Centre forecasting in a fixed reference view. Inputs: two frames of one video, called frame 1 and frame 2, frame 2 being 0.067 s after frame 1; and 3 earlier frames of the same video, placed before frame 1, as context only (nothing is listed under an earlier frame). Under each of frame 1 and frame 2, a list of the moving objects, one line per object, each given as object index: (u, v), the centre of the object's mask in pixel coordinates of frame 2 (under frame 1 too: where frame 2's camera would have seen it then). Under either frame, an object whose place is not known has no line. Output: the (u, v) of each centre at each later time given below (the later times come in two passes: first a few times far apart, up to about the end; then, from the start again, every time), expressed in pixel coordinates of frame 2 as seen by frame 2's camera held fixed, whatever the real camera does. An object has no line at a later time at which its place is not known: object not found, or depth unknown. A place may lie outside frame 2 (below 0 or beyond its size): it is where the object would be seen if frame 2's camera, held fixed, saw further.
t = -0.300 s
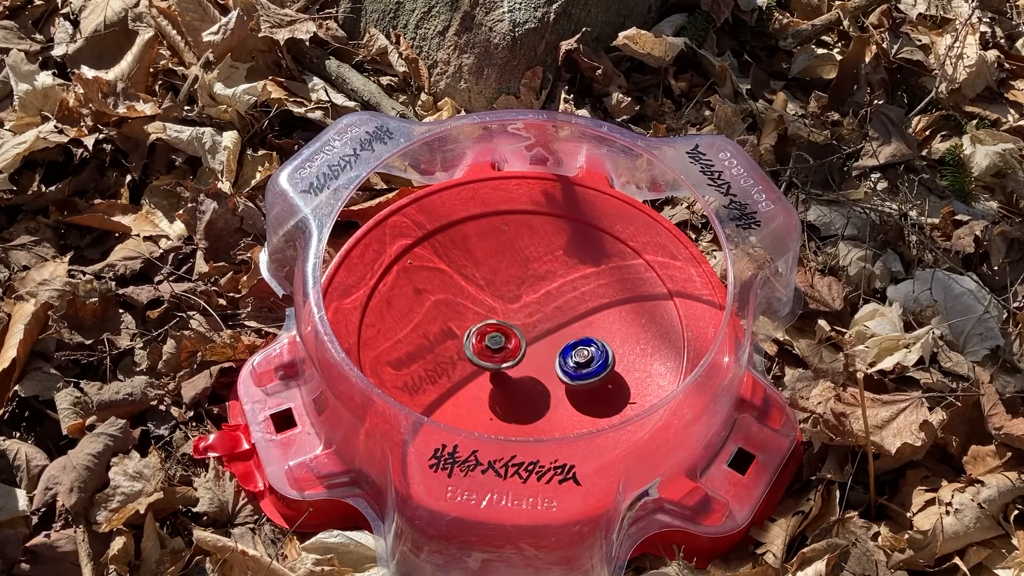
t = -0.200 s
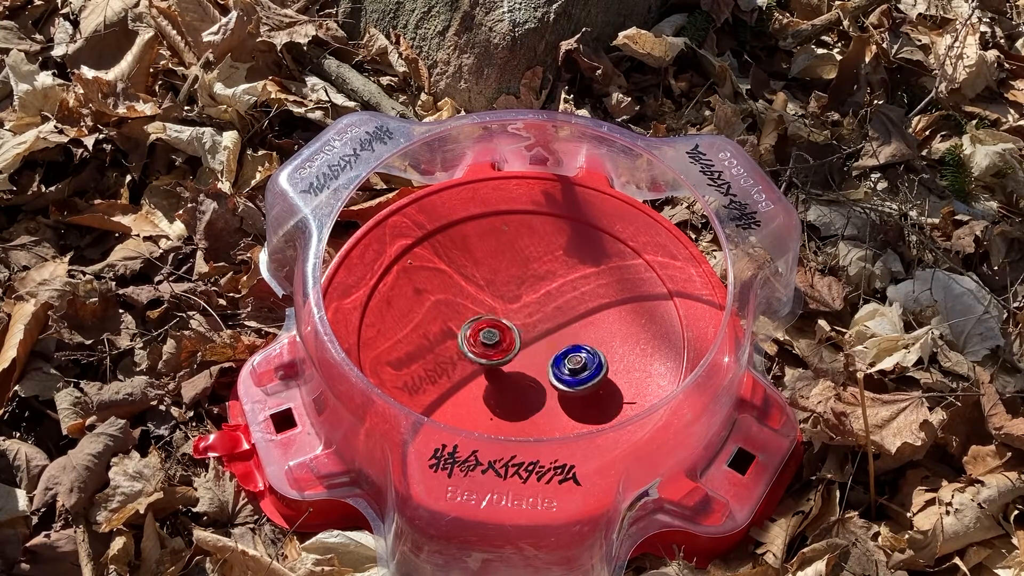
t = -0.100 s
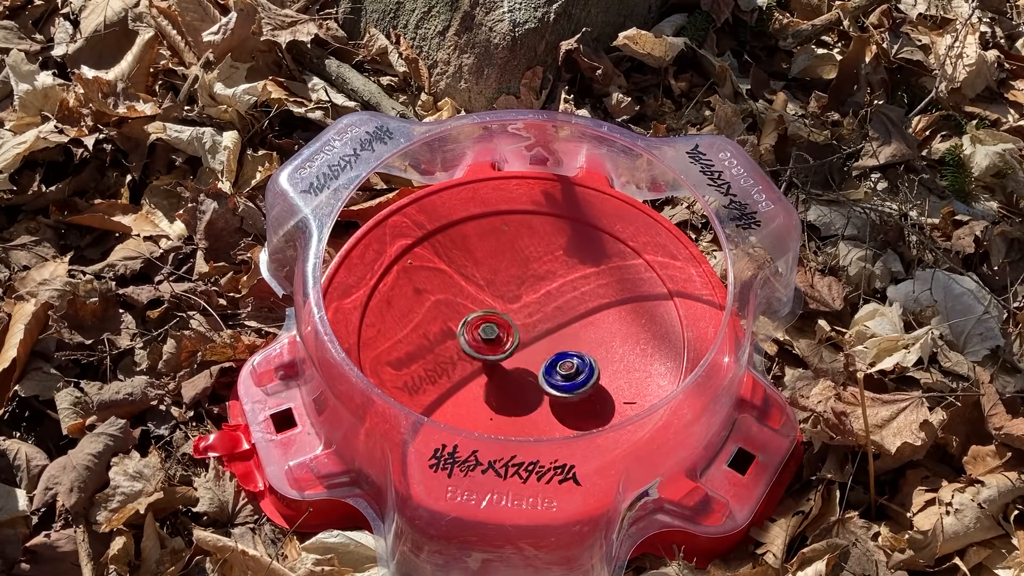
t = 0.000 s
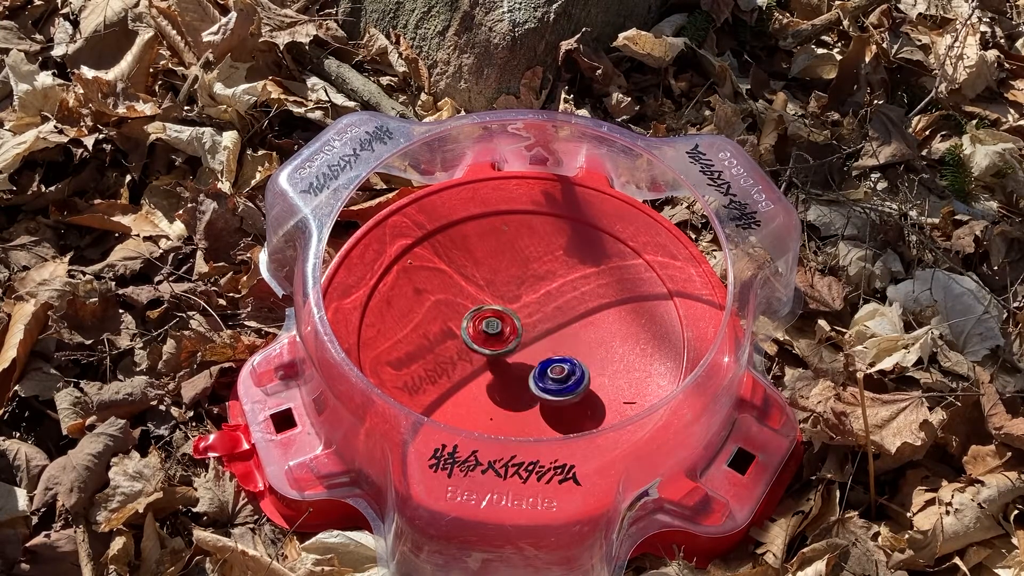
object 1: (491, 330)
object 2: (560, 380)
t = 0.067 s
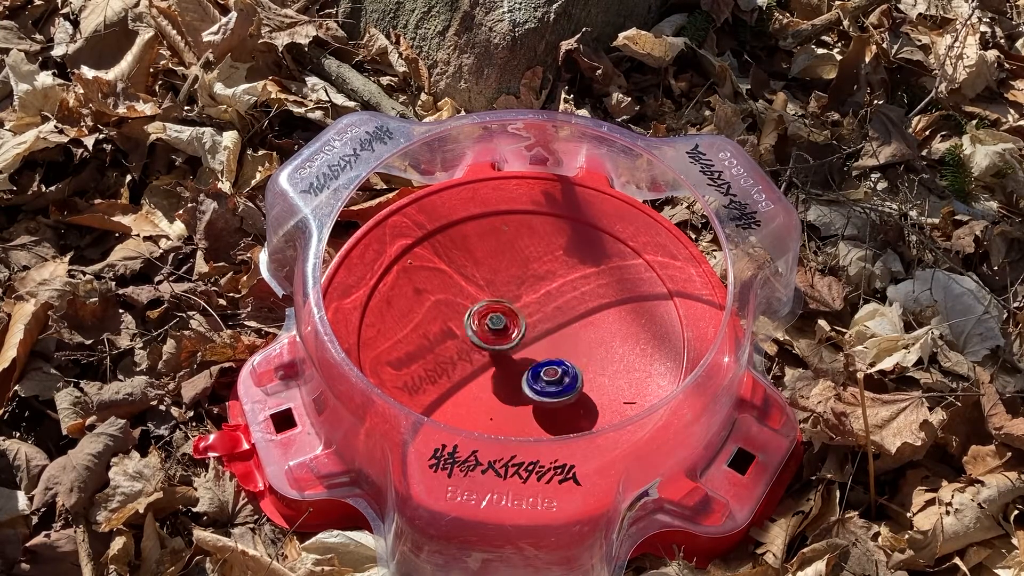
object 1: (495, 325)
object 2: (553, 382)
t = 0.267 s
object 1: (506, 307)
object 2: (532, 383)
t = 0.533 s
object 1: (518, 300)
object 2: (503, 376)
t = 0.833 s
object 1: (542, 316)
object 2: (478, 356)
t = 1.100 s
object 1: (559, 337)
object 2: (471, 332)
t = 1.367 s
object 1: (560, 341)
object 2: (477, 311)
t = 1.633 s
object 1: (529, 343)
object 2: (496, 299)
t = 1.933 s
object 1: (495, 345)
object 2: (524, 297)
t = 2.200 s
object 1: (489, 343)
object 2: (547, 306)
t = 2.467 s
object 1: (509, 329)
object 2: (564, 323)
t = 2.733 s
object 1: (530, 308)
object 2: (570, 348)
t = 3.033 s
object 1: (538, 302)
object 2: (563, 375)
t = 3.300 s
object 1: (538, 326)
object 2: (543, 390)
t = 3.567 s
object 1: (543, 344)
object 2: (519, 393)
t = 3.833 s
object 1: (554, 322)
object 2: (504, 374)
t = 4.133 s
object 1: (530, 313)
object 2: (493, 344)
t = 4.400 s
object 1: (538, 299)
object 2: (465, 336)
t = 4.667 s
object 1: (530, 320)
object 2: (481, 325)
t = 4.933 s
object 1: (567, 348)
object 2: (524, 310)
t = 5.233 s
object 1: (576, 366)
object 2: (534, 308)
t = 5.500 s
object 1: (543, 363)
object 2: (532, 309)
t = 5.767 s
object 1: (501, 341)
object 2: (534, 308)
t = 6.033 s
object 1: (477, 315)
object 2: (532, 315)
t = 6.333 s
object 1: (487, 298)
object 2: (538, 338)
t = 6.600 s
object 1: (527, 305)
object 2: (544, 359)
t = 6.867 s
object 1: (548, 277)
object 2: (554, 362)
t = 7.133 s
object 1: (539, 292)
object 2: (554, 362)
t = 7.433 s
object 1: (504, 306)
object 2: (568, 396)
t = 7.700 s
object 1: (465, 334)
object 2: (542, 391)
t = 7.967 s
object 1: (432, 350)
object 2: (510, 363)
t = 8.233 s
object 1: (433, 348)
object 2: (510, 362)
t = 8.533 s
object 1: (464, 327)
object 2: (528, 357)
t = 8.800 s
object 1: (497, 298)
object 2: (531, 359)
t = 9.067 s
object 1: (532, 286)
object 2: (528, 349)
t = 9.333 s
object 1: (564, 300)
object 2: (526, 343)
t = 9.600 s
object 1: (574, 335)
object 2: (522, 337)
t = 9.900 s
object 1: (549, 371)
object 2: (521, 335)
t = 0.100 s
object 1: (497, 322)
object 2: (549, 383)
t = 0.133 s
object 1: (499, 319)
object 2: (546, 384)
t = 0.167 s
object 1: (501, 316)
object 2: (543, 385)
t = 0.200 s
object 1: (503, 313)
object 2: (539, 385)
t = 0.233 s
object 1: (505, 310)
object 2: (535, 383)
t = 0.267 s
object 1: (506, 307)
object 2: (532, 383)
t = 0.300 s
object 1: (508, 305)
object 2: (529, 382)
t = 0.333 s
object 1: (510, 303)
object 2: (525, 383)
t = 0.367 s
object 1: (512, 301)
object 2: (521, 383)
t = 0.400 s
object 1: (513, 300)
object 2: (517, 382)
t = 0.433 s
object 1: (514, 299)
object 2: (513, 381)
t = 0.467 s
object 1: (515, 299)
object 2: (510, 379)
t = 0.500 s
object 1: (517, 299)
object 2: (506, 378)
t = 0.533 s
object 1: (518, 300)
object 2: (503, 376)
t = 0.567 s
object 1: (520, 300)
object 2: (500, 374)
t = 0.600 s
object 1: (523, 301)
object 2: (496, 372)
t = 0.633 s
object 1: (526, 303)
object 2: (493, 370)
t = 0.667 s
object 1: (529, 305)
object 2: (490, 369)
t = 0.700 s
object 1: (531, 307)
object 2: (487, 366)
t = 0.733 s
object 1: (534, 310)
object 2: (485, 363)
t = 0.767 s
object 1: (538, 312)
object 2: (482, 360)
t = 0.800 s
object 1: (540, 314)
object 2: (480, 358)
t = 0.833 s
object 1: (542, 316)
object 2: (478, 356)
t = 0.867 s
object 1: (544, 318)
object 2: (477, 353)
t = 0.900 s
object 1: (547, 321)
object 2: (475, 349)
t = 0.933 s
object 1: (549, 324)
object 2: (474, 347)
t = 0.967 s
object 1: (551, 326)
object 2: (473, 344)
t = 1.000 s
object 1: (553, 329)
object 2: (471, 341)
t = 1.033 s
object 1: (555, 332)
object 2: (471, 337)
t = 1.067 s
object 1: (557, 335)
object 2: (471, 335)
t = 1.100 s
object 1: (559, 337)
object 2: (471, 332)
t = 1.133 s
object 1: (560, 339)
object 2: (471, 329)
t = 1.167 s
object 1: (561, 341)
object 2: (471, 326)
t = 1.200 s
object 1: (560, 341)
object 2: (472, 323)
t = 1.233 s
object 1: (561, 341)
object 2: (472, 321)
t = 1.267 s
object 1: (561, 341)
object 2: (474, 318)
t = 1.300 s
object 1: (561, 341)
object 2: (475, 316)
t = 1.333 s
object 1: (561, 341)
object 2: (476, 313)
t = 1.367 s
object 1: (560, 341)
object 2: (477, 311)
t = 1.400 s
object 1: (557, 341)
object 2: (478, 309)
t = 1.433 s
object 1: (555, 341)
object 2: (480, 308)
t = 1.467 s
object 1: (551, 341)
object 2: (483, 306)
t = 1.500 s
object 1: (547, 342)
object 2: (485, 304)
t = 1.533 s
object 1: (543, 342)
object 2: (487, 303)
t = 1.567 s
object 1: (538, 342)
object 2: (490, 301)
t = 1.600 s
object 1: (534, 343)
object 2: (493, 300)
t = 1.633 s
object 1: (529, 343)
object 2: (496, 299)
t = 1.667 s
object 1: (525, 344)
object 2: (499, 299)
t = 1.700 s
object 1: (521, 344)
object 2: (502, 298)
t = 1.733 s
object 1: (517, 344)
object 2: (505, 297)
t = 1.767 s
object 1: (513, 344)
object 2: (508, 296)
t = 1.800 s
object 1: (508, 345)
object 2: (511, 296)
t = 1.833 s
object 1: (504, 345)
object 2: (514, 296)
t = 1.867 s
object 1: (501, 345)
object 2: (518, 296)
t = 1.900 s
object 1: (498, 345)
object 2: (521, 297)
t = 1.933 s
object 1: (495, 345)
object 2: (524, 297)
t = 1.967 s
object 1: (492, 345)
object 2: (527, 298)
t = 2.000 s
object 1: (490, 345)
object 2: (530, 298)
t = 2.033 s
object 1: (489, 345)
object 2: (533, 299)
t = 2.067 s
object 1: (488, 344)
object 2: (536, 300)
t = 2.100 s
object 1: (488, 344)
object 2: (539, 301)
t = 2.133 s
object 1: (488, 344)
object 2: (542, 303)
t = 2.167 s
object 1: (488, 344)
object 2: (544, 304)
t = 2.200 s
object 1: (489, 343)
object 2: (547, 306)
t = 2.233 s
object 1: (490, 342)
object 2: (550, 307)
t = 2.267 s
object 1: (492, 341)
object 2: (552, 309)
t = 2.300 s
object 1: (494, 339)
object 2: (555, 311)
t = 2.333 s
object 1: (497, 338)
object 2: (557, 313)
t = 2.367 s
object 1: (500, 335)
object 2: (559, 315)
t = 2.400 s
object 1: (502, 334)
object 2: (560, 317)
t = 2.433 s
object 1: (505, 331)
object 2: (562, 320)
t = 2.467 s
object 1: (509, 329)
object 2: (564, 323)
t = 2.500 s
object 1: (511, 326)
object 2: (566, 326)
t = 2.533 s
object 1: (514, 323)
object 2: (568, 330)
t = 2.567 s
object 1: (517, 321)
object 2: (569, 332)
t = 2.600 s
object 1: (520, 318)
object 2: (569, 336)
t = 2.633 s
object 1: (522, 315)
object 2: (570, 339)
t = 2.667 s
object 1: (525, 313)
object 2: (571, 342)
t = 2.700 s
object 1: (528, 310)
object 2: (570, 345)
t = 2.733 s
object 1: (530, 308)
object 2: (570, 348)
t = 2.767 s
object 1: (531, 306)
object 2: (570, 351)
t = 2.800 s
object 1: (533, 304)
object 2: (570, 354)
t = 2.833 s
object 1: (535, 303)
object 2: (569, 358)
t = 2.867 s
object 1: (536, 302)
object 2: (568, 360)
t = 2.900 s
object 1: (537, 301)
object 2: (568, 364)
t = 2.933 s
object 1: (538, 301)
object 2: (567, 367)
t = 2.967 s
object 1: (538, 301)
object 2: (566, 370)
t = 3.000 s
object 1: (538, 301)
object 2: (564, 372)
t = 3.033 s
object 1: (538, 302)
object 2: (563, 375)
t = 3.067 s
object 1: (538, 304)
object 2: (561, 377)
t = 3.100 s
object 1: (538, 306)
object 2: (559, 380)
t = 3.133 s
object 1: (537, 308)
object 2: (556, 382)
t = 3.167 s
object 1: (538, 312)
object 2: (554, 384)
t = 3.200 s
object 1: (537, 315)
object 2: (551, 386)
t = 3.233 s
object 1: (538, 318)
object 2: (548, 387)
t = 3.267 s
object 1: (538, 321)
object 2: (545, 388)
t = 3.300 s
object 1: (538, 326)
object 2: (543, 390)
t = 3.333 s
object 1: (538, 329)
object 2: (539, 390)
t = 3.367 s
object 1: (538, 333)
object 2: (536, 391)
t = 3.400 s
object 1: (538, 336)
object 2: (533, 392)
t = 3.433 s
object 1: (538, 340)
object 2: (530, 392)
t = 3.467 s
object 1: (538, 343)
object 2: (527, 393)
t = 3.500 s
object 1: (539, 347)
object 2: (523, 393)
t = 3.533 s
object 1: (540, 348)
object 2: (521, 393)
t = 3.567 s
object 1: (543, 344)
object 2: (519, 393)
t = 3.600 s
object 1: (547, 341)
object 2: (518, 393)
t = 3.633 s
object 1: (552, 338)
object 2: (517, 391)
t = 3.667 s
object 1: (555, 336)
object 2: (515, 389)
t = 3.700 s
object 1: (556, 333)
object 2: (513, 386)
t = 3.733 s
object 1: (556, 330)
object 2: (511, 383)
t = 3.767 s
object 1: (556, 327)
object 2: (509, 380)
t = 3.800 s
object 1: (555, 324)
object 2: (506, 376)
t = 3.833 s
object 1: (554, 322)
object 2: (504, 374)
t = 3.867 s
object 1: (552, 319)
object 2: (502, 370)
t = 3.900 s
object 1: (550, 317)
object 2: (500, 367)
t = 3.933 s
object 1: (548, 316)
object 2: (499, 364)
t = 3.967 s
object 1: (546, 315)
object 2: (497, 360)
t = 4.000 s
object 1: (543, 314)
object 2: (496, 357)
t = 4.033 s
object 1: (541, 314)
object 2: (495, 354)
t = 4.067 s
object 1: (538, 313)
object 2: (494, 351)
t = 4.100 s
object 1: (534, 313)
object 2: (493, 346)
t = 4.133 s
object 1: (530, 313)
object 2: (493, 344)
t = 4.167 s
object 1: (531, 312)
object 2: (489, 341)
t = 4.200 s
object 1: (539, 308)
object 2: (476, 344)
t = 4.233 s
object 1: (545, 306)
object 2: (466, 345)
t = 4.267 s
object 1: (546, 304)
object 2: (461, 343)
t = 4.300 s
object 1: (544, 303)
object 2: (462, 340)
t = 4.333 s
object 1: (543, 301)
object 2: (463, 338)
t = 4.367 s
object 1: (540, 300)
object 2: (464, 337)
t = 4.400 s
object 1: (538, 299)
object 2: (465, 336)
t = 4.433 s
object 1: (534, 299)
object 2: (467, 334)
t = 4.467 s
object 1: (531, 300)
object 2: (468, 333)
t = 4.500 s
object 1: (528, 302)
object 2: (470, 331)
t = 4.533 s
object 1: (525, 304)
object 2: (472, 330)
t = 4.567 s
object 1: (523, 307)
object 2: (474, 330)
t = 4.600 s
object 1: (525, 310)
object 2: (476, 329)
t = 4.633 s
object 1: (528, 316)
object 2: (478, 327)
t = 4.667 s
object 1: (530, 320)
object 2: (481, 325)
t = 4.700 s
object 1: (533, 324)
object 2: (486, 321)
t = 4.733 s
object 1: (539, 328)
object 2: (491, 319)
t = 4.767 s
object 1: (544, 331)
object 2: (496, 316)
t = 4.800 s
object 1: (549, 334)
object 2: (502, 315)
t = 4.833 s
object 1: (554, 338)
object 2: (508, 313)
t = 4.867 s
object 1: (559, 341)
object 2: (514, 312)
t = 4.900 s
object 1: (564, 345)
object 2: (519, 311)
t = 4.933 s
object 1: (567, 348)
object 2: (524, 310)
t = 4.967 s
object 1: (570, 351)
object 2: (528, 309)
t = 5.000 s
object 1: (573, 353)
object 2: (532, 308)
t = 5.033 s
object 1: (576, 356)
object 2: (534, 308)
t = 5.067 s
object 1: (577, 358)
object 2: (536, 307)
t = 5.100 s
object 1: (578, 360)
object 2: (536, 307)
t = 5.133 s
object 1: (578, 362)
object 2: (536, 308)
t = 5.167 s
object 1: (578, 364)
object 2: (536, 308)
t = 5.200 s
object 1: (577, 365)
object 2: (535, 308)
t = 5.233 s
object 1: (576, 366)
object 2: (534, 308)
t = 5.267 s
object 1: (573, 367)
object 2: (534, 308)
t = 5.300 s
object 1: (570, 367)
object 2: (533, 308)
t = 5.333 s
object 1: (566, 368)
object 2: (533, 309)
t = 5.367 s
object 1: (563, 367)
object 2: (533, 309)
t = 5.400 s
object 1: (559, 366)
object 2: (532, 309)
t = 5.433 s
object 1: (554, 365)
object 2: (532, 309)
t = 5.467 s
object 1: (549, 364)
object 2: (532, 309)
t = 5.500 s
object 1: (543, 363)
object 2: (532, 309)
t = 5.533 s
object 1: (538, 361)
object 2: (532, 309)
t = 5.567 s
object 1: (533, 358)
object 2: (532, 309)
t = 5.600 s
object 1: (527, 356)
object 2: (532, 309)
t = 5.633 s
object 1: (522, 354)
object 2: (532, 308)
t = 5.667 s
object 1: (516, 351)
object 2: (533, 308)
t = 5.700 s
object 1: (511, 348)
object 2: (533, 307)
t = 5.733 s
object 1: (506, 345)
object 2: (534, 307)
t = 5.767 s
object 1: (501, 341)
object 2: (534, 308)
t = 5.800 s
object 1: (496, 338)
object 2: (535, 309)
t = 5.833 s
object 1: (492, 335)
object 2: (535, 311)
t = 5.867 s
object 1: (489, 332)
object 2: (535, 312)
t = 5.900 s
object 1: (484, 328)
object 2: (534, 313)
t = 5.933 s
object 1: (483, 324)
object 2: (534, 314)
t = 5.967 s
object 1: (480, 321)
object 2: (533, 315)
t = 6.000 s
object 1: (478, 318)
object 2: (533, 315)
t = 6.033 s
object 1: (477, 315)
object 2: (532, 315)
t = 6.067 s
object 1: (475, 311)
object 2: (532, 316)
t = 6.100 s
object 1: (475, 308)
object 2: (532, 316)
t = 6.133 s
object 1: (475, 305)
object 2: (533, 318)
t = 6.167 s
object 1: (475, 303)
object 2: (533, 320)
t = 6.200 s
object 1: (476, 301)
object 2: (534, 322)
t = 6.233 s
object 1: (478, 300)
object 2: (535, 325)
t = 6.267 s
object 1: (480, 299)
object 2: (536, 329)
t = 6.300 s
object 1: (483, 298)
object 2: (537, 333)
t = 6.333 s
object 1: (487, 298)
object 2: (538, 338)
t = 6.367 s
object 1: (491, 298)
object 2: (540, 344)
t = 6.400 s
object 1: (496, 298)
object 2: (541, 350)
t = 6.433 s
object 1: (500, 299)
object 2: (543, 355)
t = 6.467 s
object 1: (505, 300)
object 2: (544, 358)
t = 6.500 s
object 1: (510, 301)
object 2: (545, 360)
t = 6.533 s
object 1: (516, 302)
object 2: (544, 360)
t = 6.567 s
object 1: (521, 304)
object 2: (544, 359)
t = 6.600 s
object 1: (527, 305)
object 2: (544, 359)
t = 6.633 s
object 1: (531, 297)
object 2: (547, 356)
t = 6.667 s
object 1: (535, 293)
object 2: (551, 361)
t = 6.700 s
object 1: (542, 290)
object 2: (555, 364)
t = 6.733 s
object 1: (544, 287)
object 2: (554, 364)
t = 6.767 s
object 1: (545, 284)
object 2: (553, 364)
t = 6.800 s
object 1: (547, 281)
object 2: (553, 363)
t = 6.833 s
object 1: (548, 279)
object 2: (554, 364)
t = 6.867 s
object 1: (548, 277)
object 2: (554, 362)
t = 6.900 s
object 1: (548, 276)
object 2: (554, 363)
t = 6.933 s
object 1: (548, 275)
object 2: (554, 363)
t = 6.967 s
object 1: (547, 276)
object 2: (554, 363)
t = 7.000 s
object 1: (546, 277)
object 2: (553, 363)
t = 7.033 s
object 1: (544, 280)
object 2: (554, 363)
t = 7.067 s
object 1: (543, 283)
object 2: (554, 362)
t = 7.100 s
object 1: (541, 287)
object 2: (553, 362)
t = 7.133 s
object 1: (539, 292)
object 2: (554, 362)
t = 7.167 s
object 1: (537, 296)
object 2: (554, 362)
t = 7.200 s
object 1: (535, 301)
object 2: (554, 362)
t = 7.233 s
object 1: (534, 306)
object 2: (554, 362)
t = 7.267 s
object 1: (532, 313)
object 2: (553, 362)
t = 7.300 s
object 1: (530, 318)
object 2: (553, 362)
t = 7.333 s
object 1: (526, 321)
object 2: (555, 365)
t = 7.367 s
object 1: (517, 314)
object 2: (561, 377)
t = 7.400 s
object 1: (510, 308)
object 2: (565, 389)
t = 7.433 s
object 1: (504, 306)
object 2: (568, 396)
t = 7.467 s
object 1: (499, 307)
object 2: (571, 400)
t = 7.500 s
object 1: (495, 310)
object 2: (571, 400)
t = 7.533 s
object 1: (489, 314)
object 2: (568, 399)
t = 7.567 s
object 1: (484, 319)
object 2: (562, 398)
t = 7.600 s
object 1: (478, 322)
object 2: (558, 397)
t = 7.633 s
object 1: (474, 327)
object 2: (553, 395)
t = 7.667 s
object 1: (469, 330)
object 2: (548, 394)
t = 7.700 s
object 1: (465, 334)
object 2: (542, 391)
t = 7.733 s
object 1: (462, 338)
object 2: (536, 388)
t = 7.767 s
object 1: (459, 341)
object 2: (529, 384)
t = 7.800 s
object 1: (457, 345)
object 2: (522, 380)
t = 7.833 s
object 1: (456, 349)
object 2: (515, 375)
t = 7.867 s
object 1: (455, 352)
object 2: (509, 371)
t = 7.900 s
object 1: (449, 350)
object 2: (509, 367)
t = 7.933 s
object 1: (440, 351)
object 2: (510, 364)
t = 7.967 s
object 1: (432, 350)
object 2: (510, 363)
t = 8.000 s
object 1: (428, 349)
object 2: (509, 363)
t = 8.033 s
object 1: (426, 350)
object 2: (509, 362)
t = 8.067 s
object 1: (424, 349)
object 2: (509, 362)
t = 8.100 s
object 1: (423, 350)
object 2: (510, 362)
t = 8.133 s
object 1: (424, 350)
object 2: (510, 362)
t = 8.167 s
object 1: (425, 350)
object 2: (510, 362)
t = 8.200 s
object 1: (428, 349)
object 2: (510, 362)
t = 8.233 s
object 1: (433, 348)
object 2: (510, 362)
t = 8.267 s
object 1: (438, 347)
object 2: (510, 362)
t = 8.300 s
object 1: (444, 346)
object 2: (510, 361)
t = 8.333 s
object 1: (450, 344)
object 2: (510, 361)
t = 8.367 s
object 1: (449, 340)
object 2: (517, 361)
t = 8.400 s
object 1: (448, 337)
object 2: (525, 364)
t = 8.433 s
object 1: (450, 334)
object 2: (529, 363)
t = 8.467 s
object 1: (455, 331)
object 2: (529, 361)
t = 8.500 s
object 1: (459, 329)
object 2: (529, 360)
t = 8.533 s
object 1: (464, 327)
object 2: (528, 357)
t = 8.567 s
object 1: (470, 326)
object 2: (528, 355)
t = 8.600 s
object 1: (474, 323)
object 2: (528, 354)
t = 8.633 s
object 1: (477, 318)
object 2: (530, 354)
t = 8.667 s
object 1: (481, 314)
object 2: (531, 355)
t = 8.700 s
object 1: (486, 312)
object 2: (531, 355)
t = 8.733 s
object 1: (491, 309)
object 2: (531, 355)
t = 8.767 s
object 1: (493, 304)
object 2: (532, 357)
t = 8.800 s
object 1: (497, 298)
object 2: (531, 359)
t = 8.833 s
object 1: (501, 294)
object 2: (531, 360)
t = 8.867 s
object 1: (505, 292)
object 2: (530, 360)
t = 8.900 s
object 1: (509, 289)
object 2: (530, 359)
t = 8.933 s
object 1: (514, 288)
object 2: (530, 358)
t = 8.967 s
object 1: (518, 287)
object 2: (530, 357)
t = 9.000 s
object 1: (523, 286)
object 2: (529, 355)
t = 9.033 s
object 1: (528, 286)
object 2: (529, 352)
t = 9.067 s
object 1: (532, 286)
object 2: (528, 349)
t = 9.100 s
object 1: (537, 287)
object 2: (528, 346)
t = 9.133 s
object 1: (541, 288)
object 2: (527, 343)
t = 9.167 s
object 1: (545, 290)
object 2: (527, 342)
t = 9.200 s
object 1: (550, 291)
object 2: (527, 343)
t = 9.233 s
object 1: (555, 292)
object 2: (526, 343)
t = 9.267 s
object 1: (558, 294)
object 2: (526, 343)
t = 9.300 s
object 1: (561, 296)
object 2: (526, 344)
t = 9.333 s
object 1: (564, 300)
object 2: (526, 343)
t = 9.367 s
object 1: (566, 304)
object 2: (526, 343)
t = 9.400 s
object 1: (567, 308)
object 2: (526, 343)
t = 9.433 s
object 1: (568, 312)
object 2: (525, 343)
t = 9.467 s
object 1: (568, 317)
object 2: (525, 343)
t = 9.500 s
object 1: (570, 322)
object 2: (524, 342)
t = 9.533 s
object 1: (572, 326)
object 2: (523, 340)
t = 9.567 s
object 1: (573, 331)
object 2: (522, 339)
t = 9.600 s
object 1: (574, 335)
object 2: (522, 337)
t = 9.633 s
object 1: (573, 340)
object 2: (522, 337)
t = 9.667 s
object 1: (573, 344)
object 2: (521, 336)
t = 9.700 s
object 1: (571, 349)
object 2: (521, 335)
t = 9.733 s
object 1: (569, 354)
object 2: (521, 336)
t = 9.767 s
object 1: (566, 358)
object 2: (521, 335)
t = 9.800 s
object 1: (563, 361)
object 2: (521, 335)
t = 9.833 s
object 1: (559, 365)
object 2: (521, 335)
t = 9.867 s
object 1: (554, 368)
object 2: (521, 335)
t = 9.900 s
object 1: (549, 371)
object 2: (521, 335)
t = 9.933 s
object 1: (544, 373)
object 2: (521, 335)
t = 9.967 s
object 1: (539, 374)
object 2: (521, 335)
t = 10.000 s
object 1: (533, 375)
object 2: (521, 334)
